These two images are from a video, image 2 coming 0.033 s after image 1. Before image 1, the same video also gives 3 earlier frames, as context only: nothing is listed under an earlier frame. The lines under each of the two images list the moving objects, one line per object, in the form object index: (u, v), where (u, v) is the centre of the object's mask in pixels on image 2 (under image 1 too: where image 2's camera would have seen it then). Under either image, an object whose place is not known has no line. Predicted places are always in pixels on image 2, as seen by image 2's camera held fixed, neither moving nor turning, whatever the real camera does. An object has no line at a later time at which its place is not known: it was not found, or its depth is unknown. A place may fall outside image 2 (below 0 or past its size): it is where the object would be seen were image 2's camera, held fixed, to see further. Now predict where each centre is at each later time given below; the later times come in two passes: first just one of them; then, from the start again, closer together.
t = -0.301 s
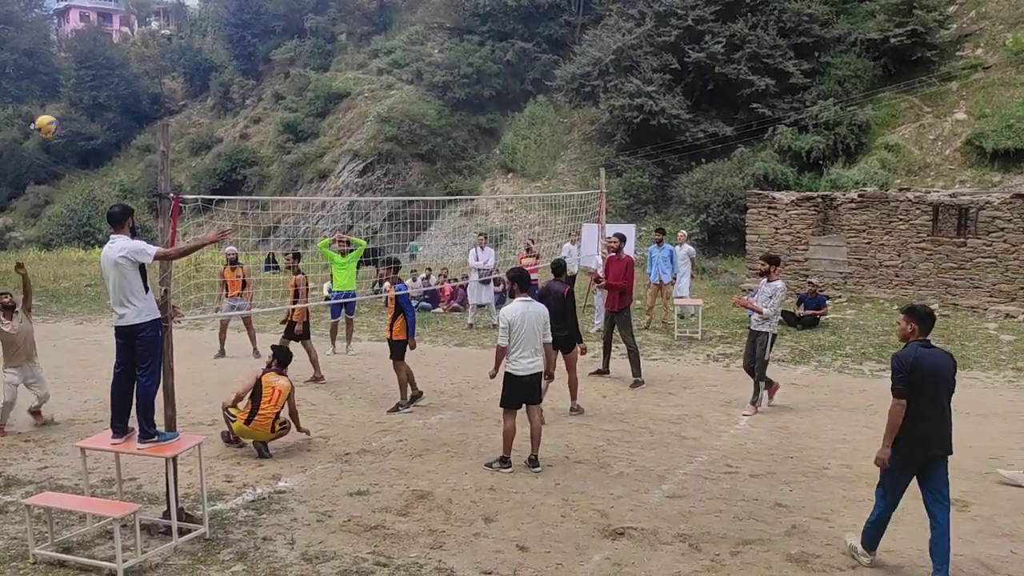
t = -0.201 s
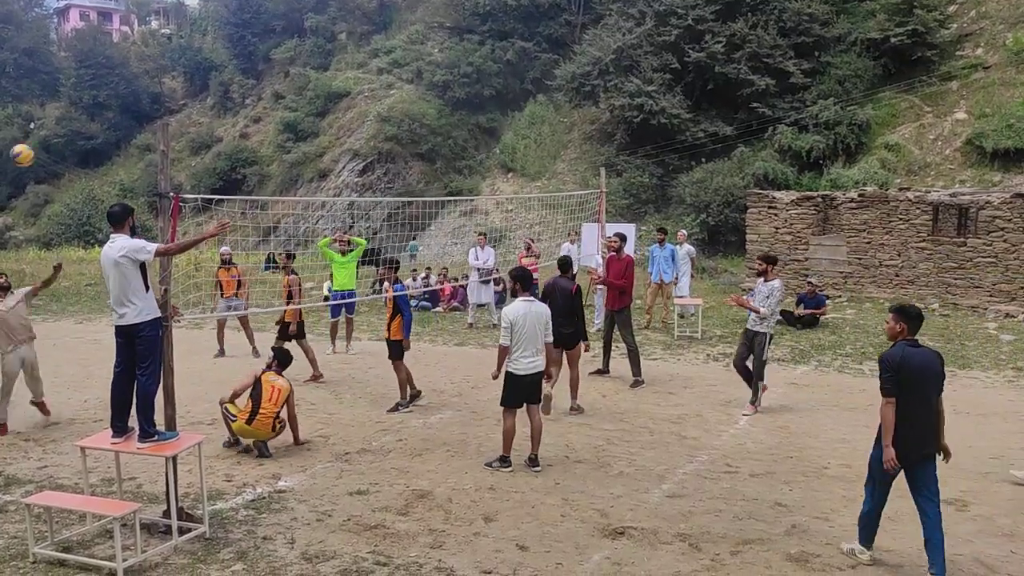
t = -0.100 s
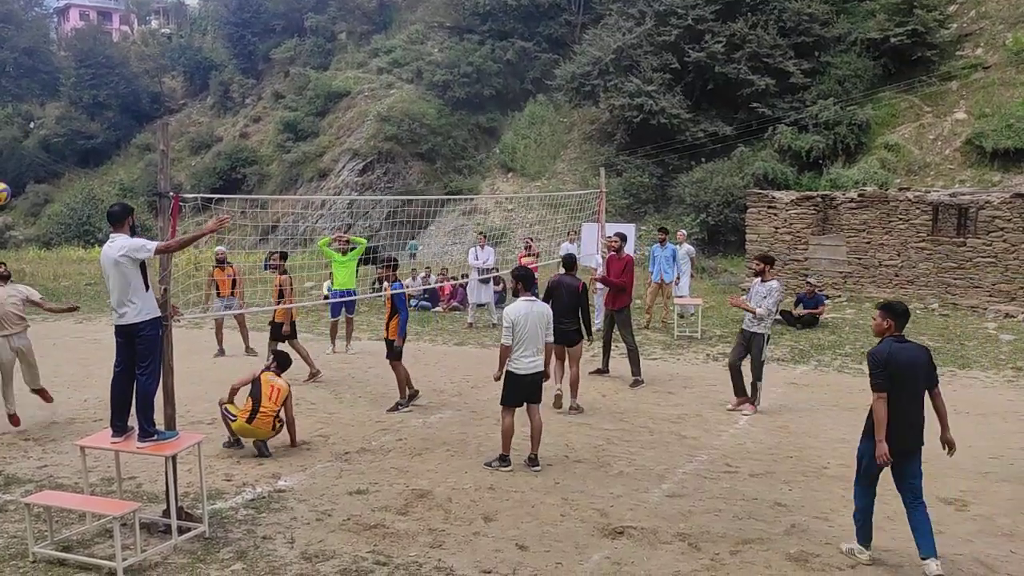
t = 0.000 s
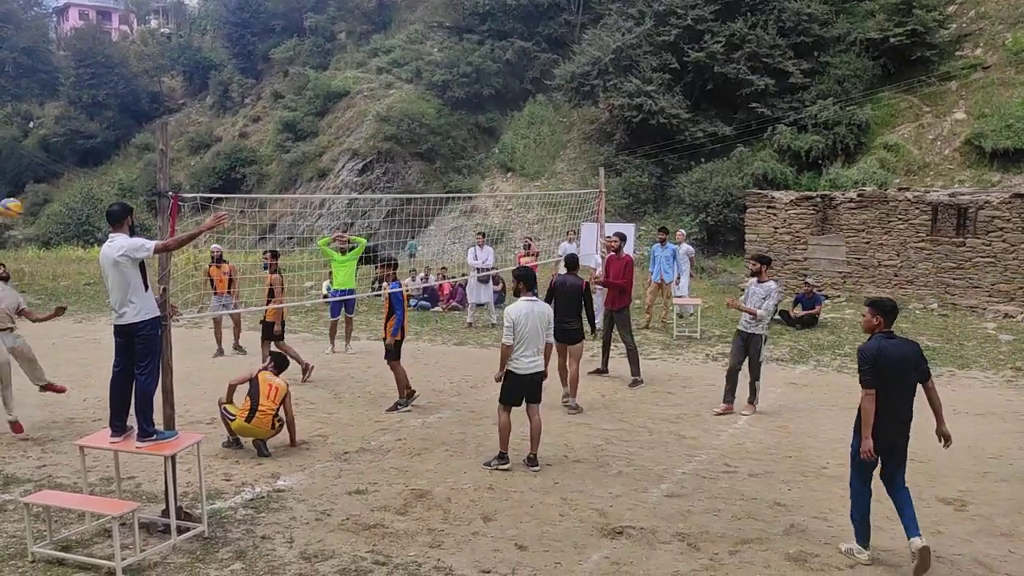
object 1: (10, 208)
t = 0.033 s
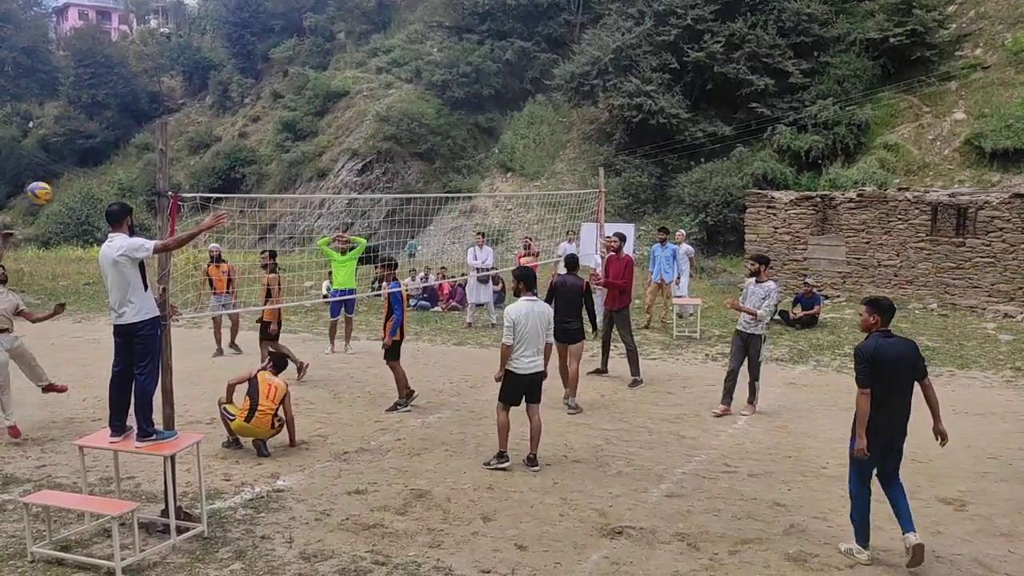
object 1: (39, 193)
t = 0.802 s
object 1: (1048, 76)
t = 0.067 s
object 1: (69, 177)
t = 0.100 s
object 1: (101, 161)
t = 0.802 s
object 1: (1048, 76)
